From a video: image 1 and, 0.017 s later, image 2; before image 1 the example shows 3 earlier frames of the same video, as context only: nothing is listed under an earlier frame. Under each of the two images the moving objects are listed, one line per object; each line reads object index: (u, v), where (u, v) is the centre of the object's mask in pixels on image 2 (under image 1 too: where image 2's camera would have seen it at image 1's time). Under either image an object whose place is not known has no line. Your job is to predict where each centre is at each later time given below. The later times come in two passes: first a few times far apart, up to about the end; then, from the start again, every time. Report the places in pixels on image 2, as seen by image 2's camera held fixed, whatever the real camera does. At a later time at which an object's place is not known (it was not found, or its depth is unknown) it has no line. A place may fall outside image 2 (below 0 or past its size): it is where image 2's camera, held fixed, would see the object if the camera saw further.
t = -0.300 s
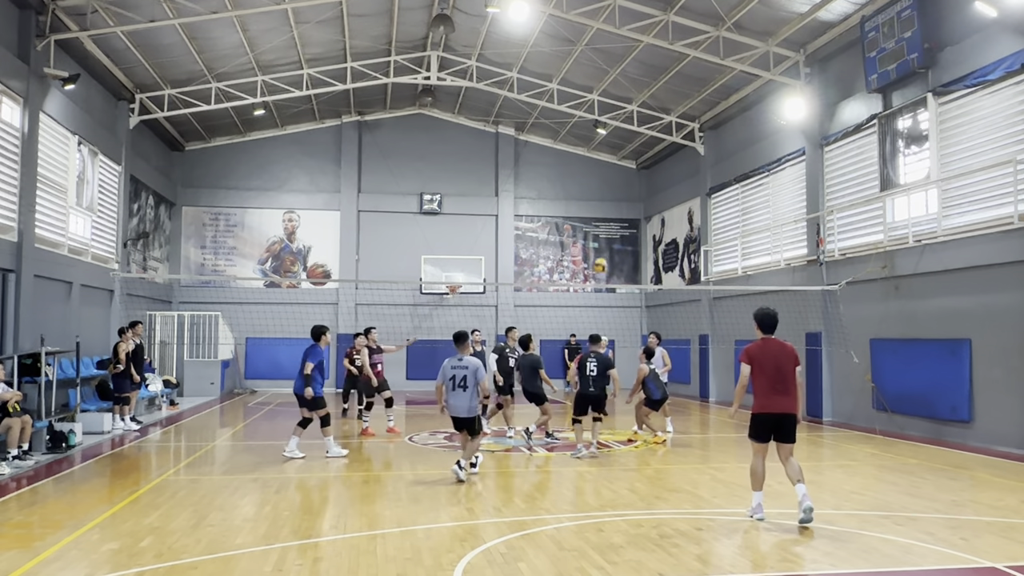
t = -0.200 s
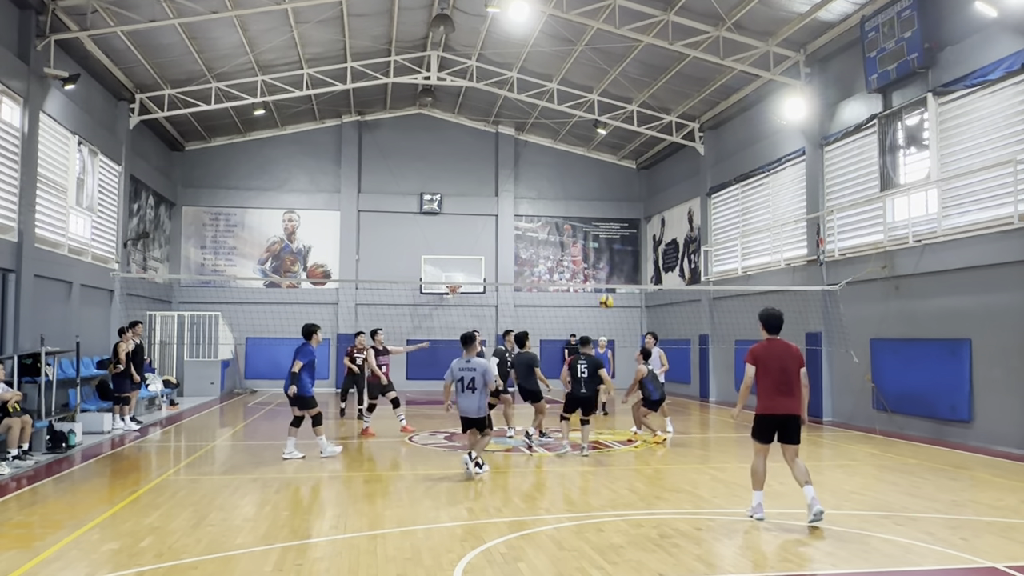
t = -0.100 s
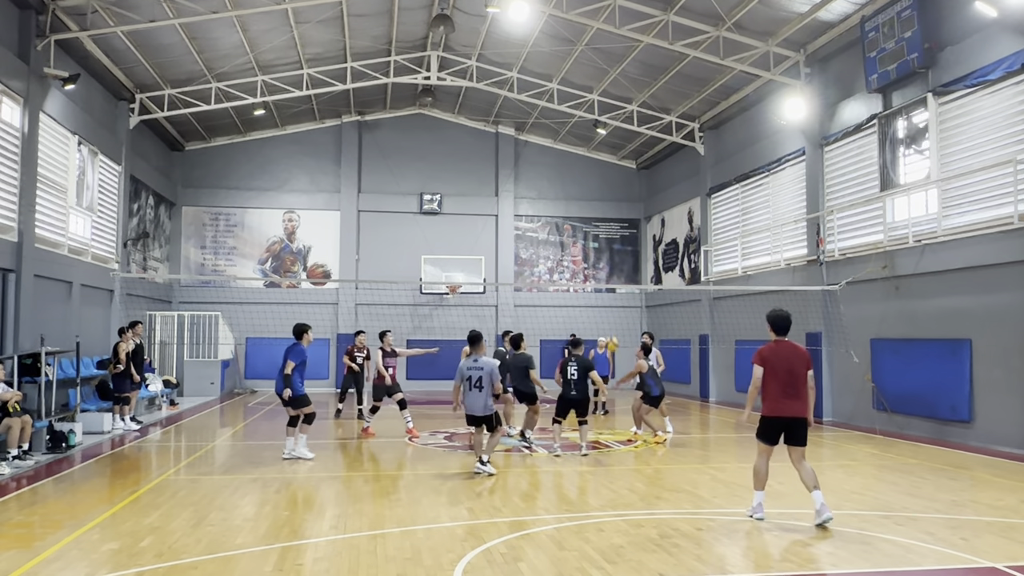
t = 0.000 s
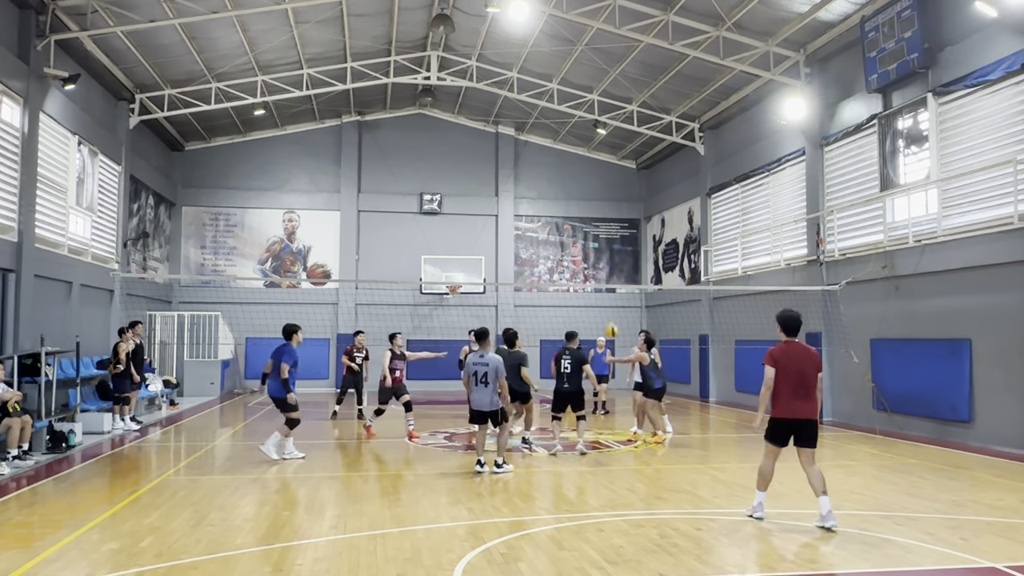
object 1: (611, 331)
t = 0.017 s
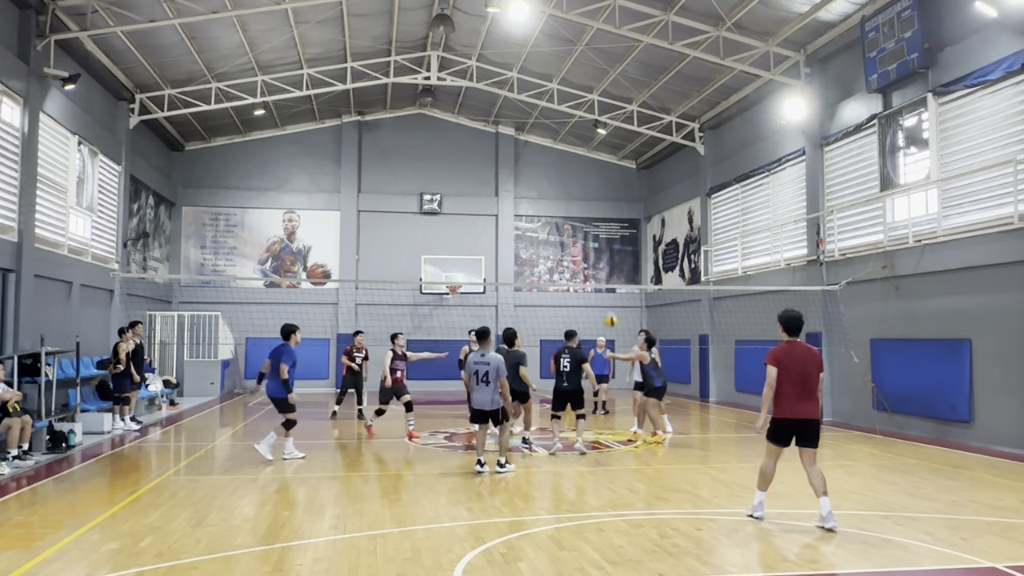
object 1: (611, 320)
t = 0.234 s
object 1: (602, 205)
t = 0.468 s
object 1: (595, 118)
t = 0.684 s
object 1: (590, 69)
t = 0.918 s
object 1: (586, 50)
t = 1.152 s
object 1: (581, 67)
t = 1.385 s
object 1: (576, 122)
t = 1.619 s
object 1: (572, 214)
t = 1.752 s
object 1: (568, 285)
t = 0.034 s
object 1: (610, 311)
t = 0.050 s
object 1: (609, 301)
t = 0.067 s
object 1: (608, 291)
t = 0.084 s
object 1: (608, 282)
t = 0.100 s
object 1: (607, 272)
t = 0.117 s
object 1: (606, 263)
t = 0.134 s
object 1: (605, 254)
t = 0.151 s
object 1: (605, 246)
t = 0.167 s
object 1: (604, 238)
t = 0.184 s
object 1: (604, 229)
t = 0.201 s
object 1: (603, 221)
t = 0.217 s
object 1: (603, 213)
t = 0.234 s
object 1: (602, 205)
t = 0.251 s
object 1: (601, 198)
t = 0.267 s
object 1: (601, 191)
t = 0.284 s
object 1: (600, 183)
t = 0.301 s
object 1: (600, 177)
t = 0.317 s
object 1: (599, 170)
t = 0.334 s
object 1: (599, 164)
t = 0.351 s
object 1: (598, 157)
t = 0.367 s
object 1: (598, 151)
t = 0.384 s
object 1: (597, 145)
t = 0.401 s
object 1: (597, 139)
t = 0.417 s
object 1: (596, 133)
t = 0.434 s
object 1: (597, 129)
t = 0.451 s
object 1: (596, 123)
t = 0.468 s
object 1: (595, 118)
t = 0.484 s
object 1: (595, 113)
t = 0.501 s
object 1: (595, 108)
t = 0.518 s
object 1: (594, 104)
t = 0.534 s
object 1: (594, 100)
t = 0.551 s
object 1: (593, 95)
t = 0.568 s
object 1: (593, 91)
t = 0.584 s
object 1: (592, 88)
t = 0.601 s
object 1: (592, 85)
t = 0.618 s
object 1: (591, 81)
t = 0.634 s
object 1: (591, 78)
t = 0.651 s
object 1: (591, 74)
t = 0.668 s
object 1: (591, 72)
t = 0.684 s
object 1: (590, 69)
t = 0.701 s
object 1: (590, 67)
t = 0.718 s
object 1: (589, 64)
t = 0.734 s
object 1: (589, 62)
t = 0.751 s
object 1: (589, 60)
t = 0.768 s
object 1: (588, 59)
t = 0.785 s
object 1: (588, 57)
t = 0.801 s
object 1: (588, 55)
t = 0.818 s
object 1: (587, 54)
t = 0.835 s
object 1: (587, 53)
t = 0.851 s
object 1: (587, 52)
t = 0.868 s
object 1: (587, 51)
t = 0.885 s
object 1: (586, 50)
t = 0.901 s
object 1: (586, 50)
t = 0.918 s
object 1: (586, 50)
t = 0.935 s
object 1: (585, 50)
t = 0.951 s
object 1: (585, 50)
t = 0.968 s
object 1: (585, 51)
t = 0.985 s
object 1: (584, 51)
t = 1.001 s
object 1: (584, 52)
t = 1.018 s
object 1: (584, 53)
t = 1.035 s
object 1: (583, 54)
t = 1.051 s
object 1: (583, 56)
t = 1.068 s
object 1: (583, 57)
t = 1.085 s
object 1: (582, 59)
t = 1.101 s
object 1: (582, 61)
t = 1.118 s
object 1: (581, 63)
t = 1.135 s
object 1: (581, 65)
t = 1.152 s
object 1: (581, 67)
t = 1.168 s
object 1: (581, 70)
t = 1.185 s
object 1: (580, 73)
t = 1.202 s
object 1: (580, 76)
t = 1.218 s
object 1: (580, 79)
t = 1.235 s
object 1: (579, 83)
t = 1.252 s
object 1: (579, 86)
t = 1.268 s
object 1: (579, 90)
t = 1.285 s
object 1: (579, 94)
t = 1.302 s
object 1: (578, 99)
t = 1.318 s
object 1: (578, 103)
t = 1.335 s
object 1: (577, 107)
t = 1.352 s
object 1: (577, 112)
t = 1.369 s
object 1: (577, 117)
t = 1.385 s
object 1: (576, 122)
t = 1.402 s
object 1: (576, 128)
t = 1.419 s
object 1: (576, 133)
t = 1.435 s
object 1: (575, 138)
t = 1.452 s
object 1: (575, 144)
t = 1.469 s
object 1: (575, 150)
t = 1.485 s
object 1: (574, 158)
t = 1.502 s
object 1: (574, 163)
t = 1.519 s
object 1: (573, 170)
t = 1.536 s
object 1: (573, 177)
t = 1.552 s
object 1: (573, 184)
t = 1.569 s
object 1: (572, 191)
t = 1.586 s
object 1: (572, 198)
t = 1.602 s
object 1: (572, 206)
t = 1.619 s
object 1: (572, 214)
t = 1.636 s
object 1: (571, 222)
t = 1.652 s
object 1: (571, 231)
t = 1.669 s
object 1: (570, 239)
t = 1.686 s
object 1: (570, 248)
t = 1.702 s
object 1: (569, 257)
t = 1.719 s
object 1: (569, 266)
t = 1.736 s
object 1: (568, 275)
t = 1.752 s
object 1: (568, 285)
